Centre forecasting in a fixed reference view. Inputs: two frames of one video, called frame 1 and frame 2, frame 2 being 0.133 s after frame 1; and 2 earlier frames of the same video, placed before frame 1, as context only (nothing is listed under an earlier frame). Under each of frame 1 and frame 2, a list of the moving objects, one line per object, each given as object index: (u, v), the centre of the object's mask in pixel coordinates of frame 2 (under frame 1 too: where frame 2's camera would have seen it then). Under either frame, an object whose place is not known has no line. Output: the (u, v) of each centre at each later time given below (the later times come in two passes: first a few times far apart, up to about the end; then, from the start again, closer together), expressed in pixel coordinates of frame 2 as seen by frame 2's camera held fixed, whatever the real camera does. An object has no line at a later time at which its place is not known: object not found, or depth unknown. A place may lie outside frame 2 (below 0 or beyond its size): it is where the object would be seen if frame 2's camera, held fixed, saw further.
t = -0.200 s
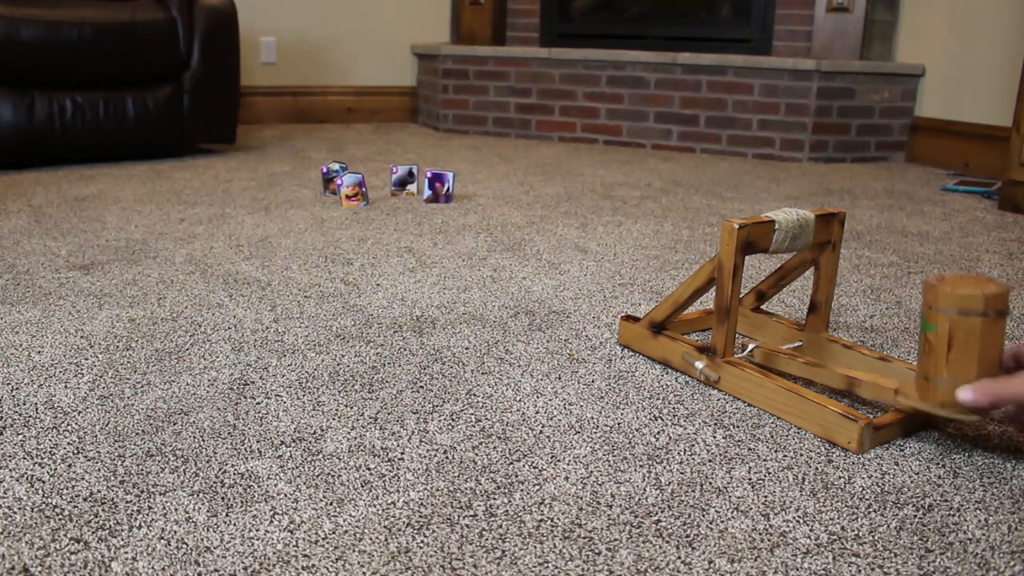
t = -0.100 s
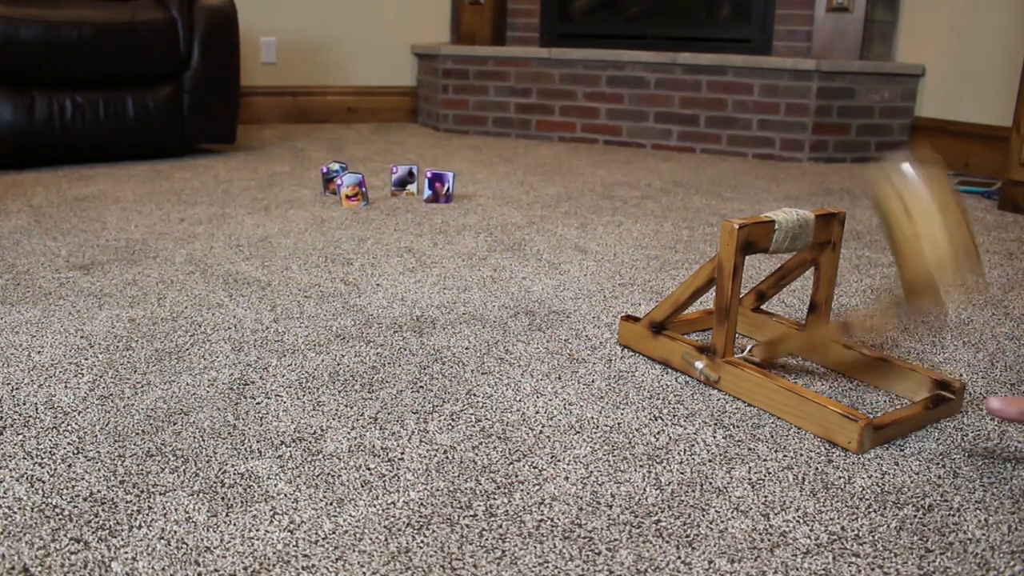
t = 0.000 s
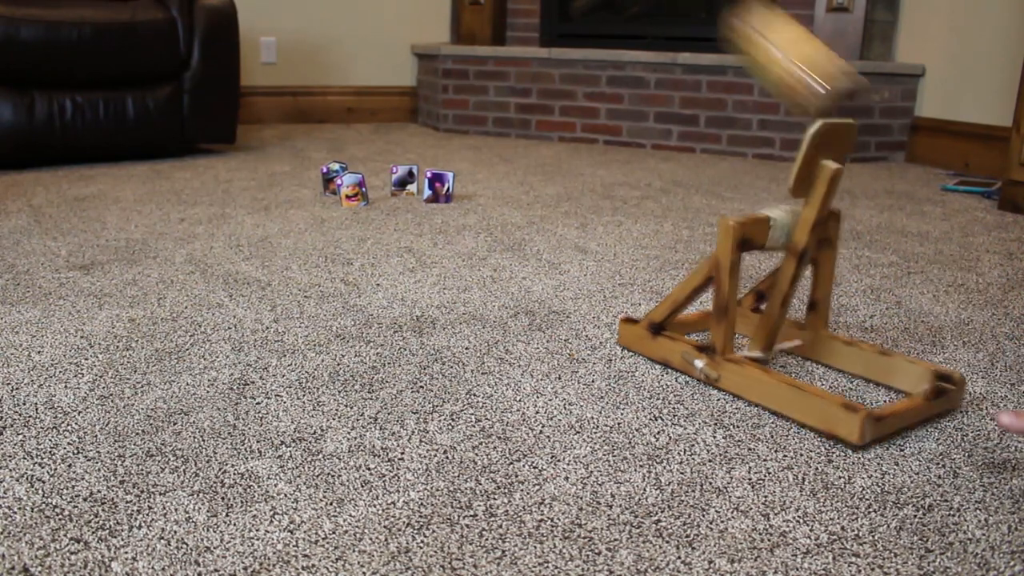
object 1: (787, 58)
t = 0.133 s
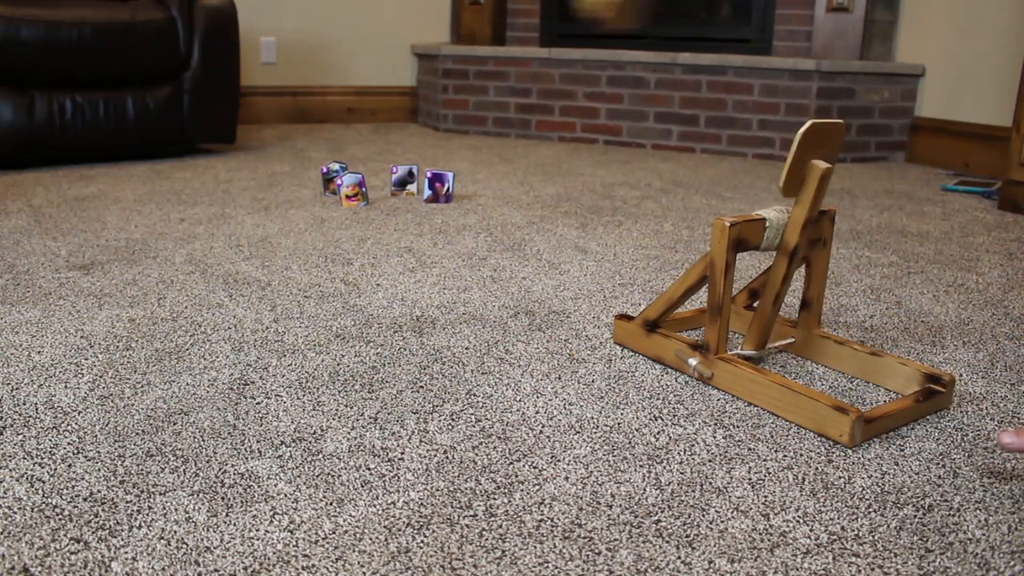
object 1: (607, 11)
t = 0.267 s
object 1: (474, 33)
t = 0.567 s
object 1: (351, 119)
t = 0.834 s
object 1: (306, 149)
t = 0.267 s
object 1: (474, 33)
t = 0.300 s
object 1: (448, 64)
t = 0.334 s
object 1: (429, 96)
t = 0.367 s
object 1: (411, 130)
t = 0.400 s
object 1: (393, 164)
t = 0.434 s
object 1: (380, 192)
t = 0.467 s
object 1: (371, 173)
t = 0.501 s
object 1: (364, 154)
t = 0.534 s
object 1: (357, 132)
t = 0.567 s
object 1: (351, 119)
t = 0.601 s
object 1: (343, 112)
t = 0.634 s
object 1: (338, 106)
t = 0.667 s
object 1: (330, 109)
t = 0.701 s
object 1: (324, 116)
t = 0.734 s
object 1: (320, 124)
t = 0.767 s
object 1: (315, 143)
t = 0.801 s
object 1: (309, 157)
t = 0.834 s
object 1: (306, 149)
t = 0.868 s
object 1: (303, 135)
